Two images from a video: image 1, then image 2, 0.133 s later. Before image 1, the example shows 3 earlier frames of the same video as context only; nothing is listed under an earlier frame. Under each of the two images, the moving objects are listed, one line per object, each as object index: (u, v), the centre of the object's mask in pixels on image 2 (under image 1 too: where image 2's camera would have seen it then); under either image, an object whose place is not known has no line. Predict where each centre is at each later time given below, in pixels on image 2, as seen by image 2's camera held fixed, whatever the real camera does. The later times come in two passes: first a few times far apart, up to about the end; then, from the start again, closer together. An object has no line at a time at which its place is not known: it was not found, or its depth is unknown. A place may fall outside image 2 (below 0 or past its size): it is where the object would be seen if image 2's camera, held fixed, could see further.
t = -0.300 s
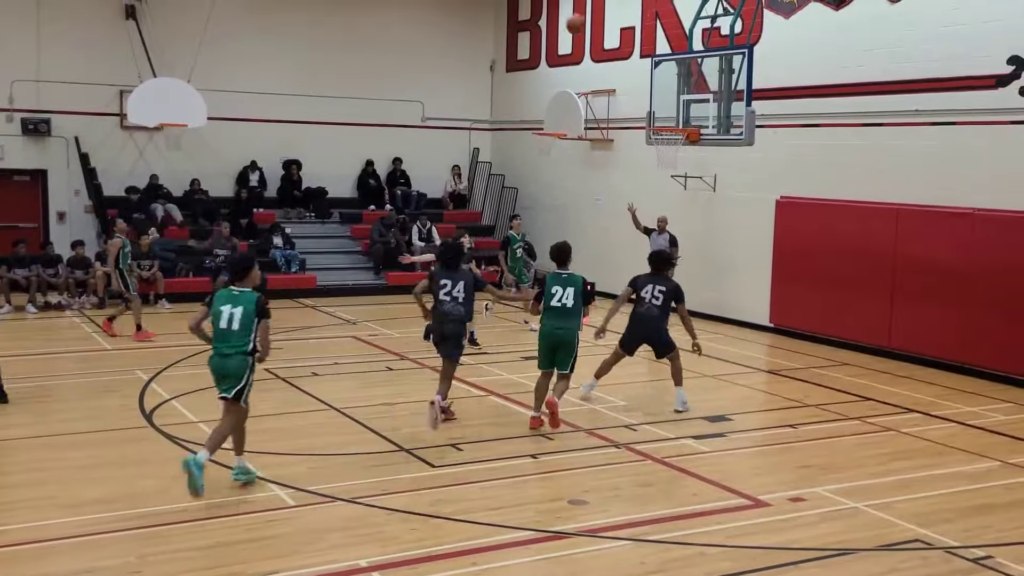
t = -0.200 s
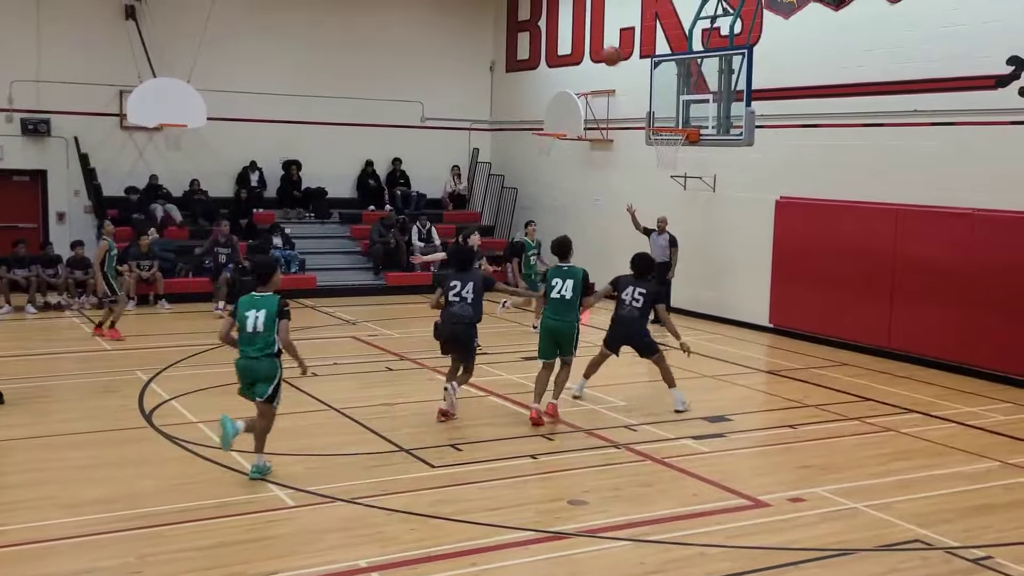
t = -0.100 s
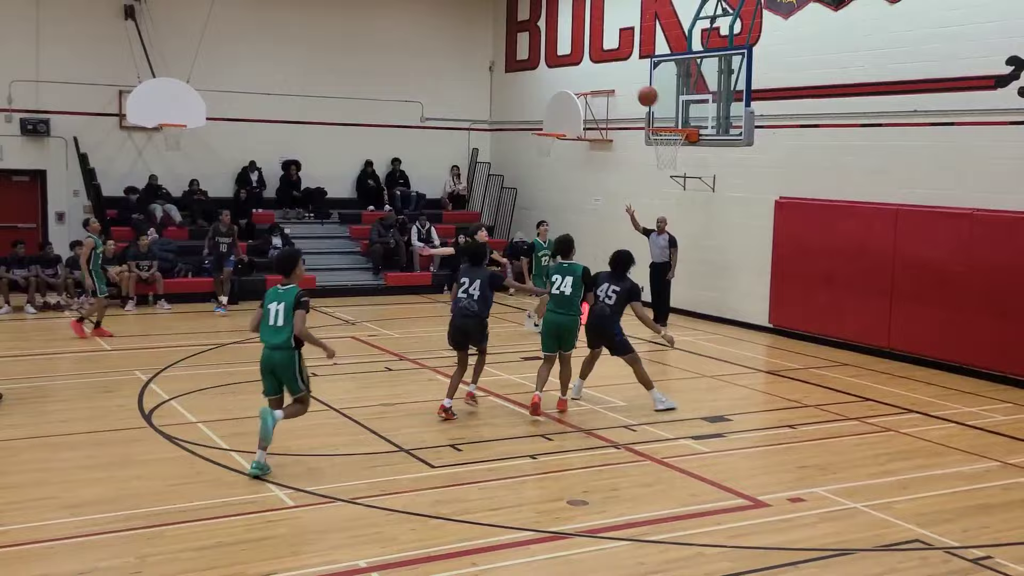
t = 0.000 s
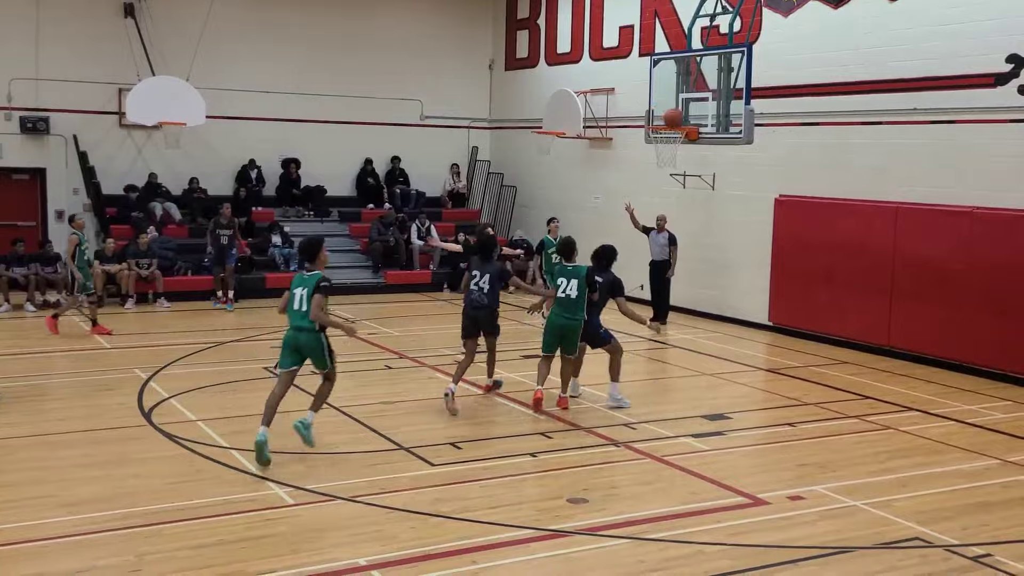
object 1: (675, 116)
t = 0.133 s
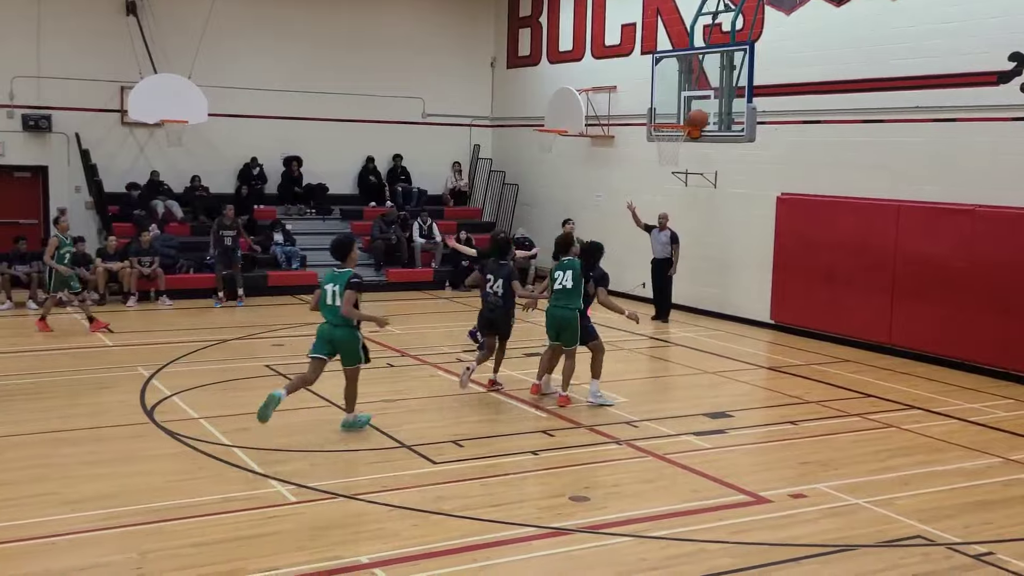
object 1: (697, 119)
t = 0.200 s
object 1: (709, 127)
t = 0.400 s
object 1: (745, 179)
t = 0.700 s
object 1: (799, 346)
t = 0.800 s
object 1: (815, 430)
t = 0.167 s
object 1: (702, 124)
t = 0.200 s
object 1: (709, 127)
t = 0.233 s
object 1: (714, 132)
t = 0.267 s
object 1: (720, 140)
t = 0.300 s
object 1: (726, 148)
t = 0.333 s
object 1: (733, 157)
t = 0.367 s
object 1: (739, 167)
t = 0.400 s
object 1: (745, 179)
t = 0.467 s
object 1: (758, 206)
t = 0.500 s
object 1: (765, 222)
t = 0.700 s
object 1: (799, 346)
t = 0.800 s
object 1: (815, 430)
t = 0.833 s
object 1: (822, 447)
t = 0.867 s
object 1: (831, 428)
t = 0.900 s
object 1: (840, 410)
